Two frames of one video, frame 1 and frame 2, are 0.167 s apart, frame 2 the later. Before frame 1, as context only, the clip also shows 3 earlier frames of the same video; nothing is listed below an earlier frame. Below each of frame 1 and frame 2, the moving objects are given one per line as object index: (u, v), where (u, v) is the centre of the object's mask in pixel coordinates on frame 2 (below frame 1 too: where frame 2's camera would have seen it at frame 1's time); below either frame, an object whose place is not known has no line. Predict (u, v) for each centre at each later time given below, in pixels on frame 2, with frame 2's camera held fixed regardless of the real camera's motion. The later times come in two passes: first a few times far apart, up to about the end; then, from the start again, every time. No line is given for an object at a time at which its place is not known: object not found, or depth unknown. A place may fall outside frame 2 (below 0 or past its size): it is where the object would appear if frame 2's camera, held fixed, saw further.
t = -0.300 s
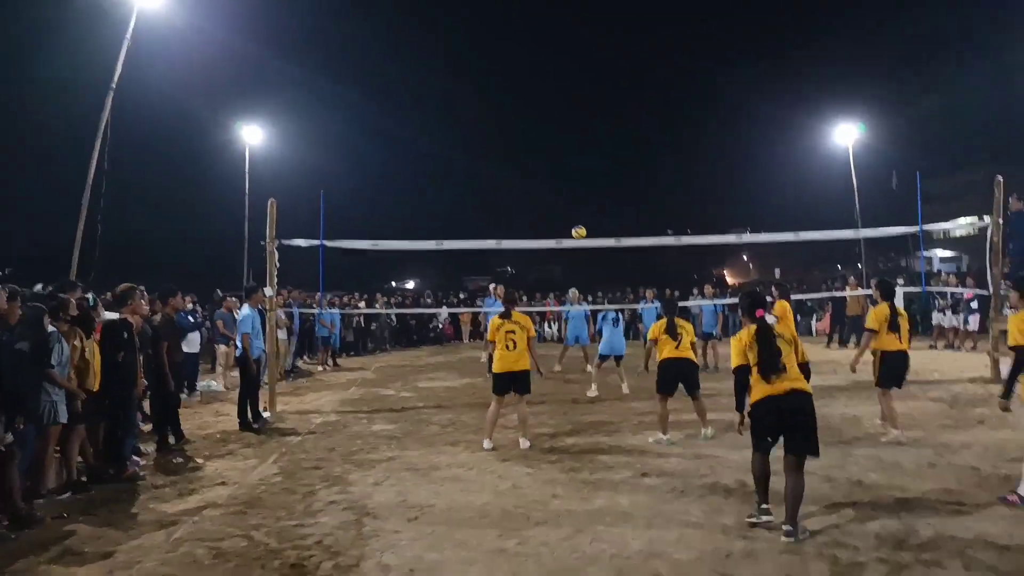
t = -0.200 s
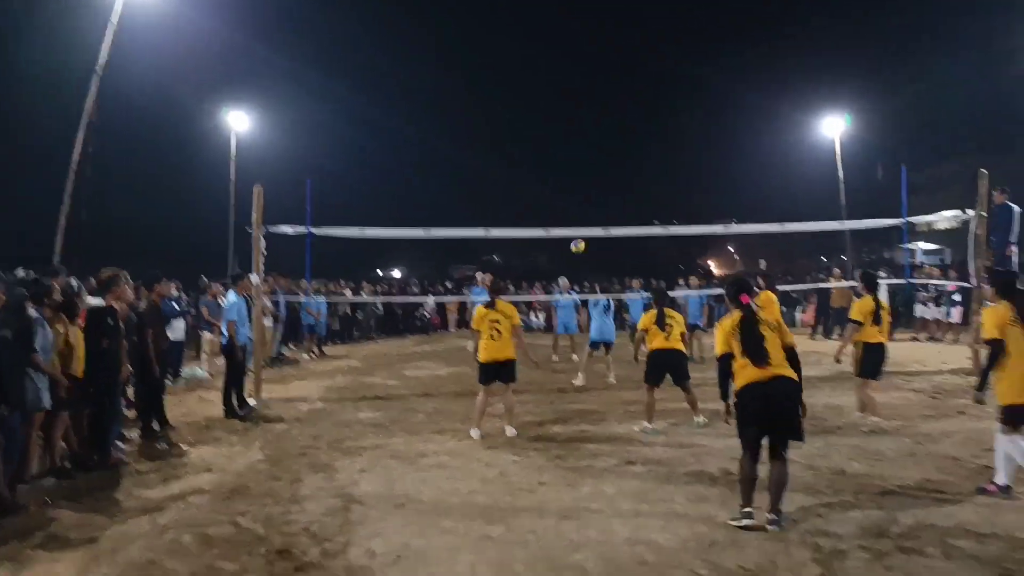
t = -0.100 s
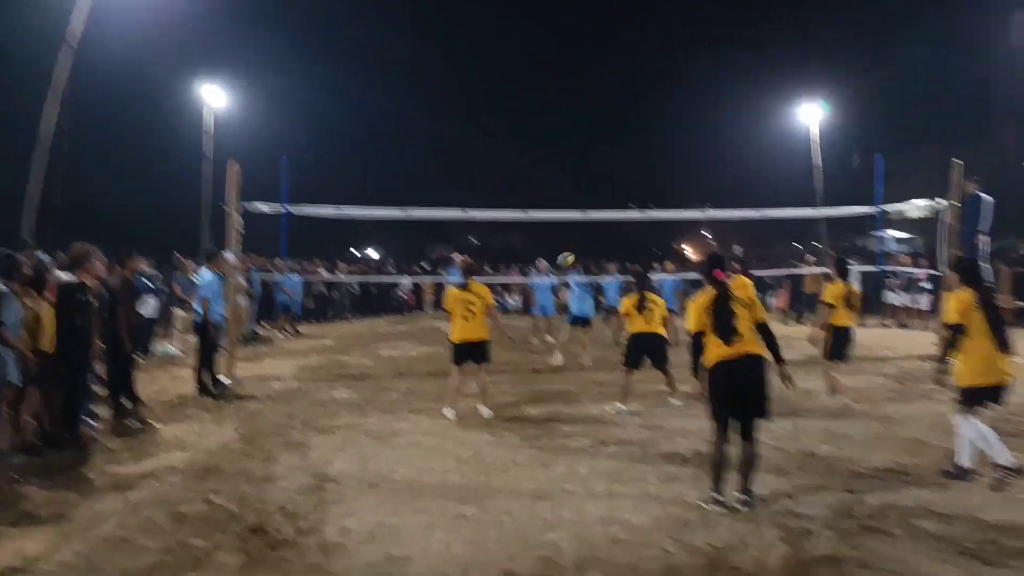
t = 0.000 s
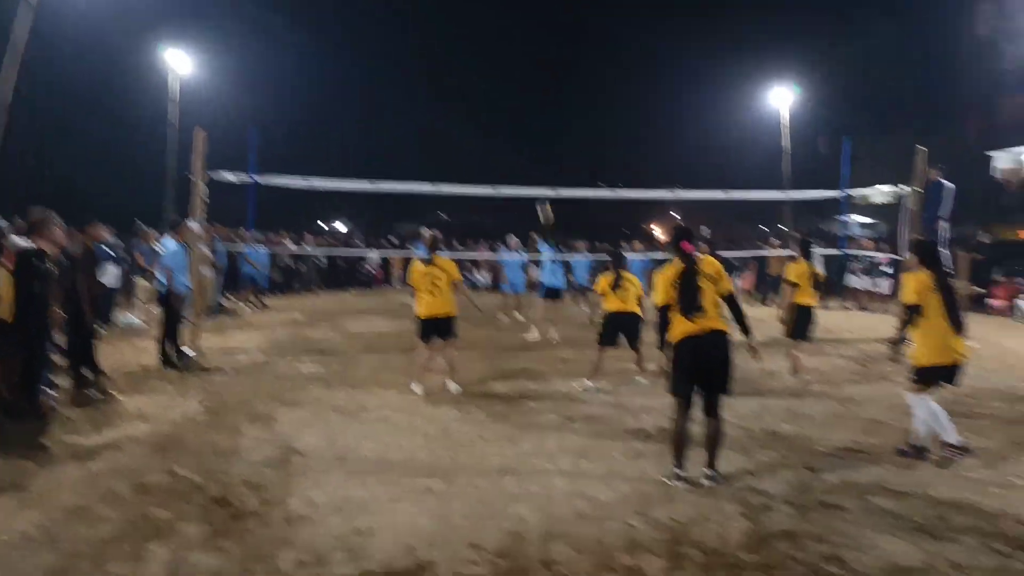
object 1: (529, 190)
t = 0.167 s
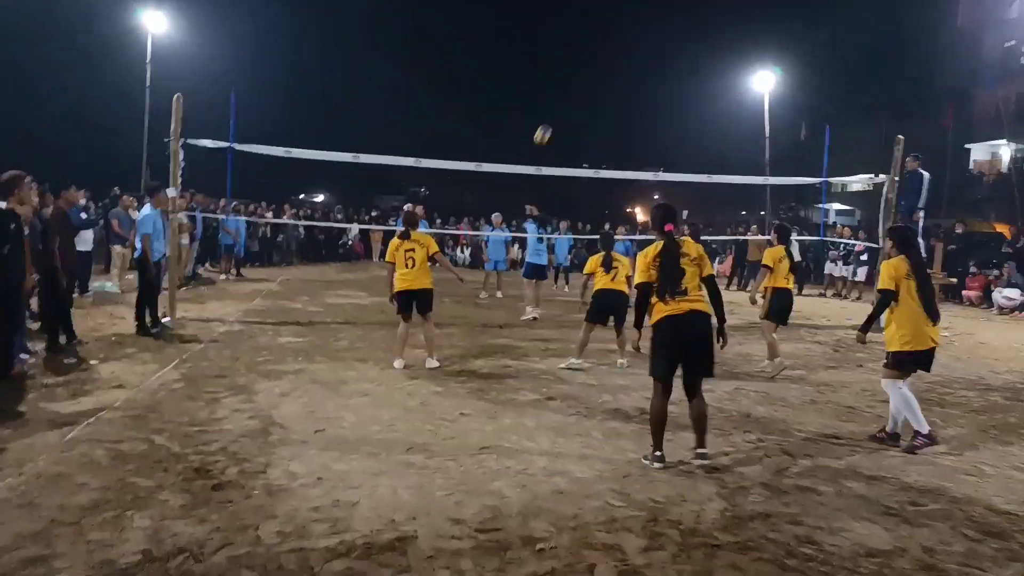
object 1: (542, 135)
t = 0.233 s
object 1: (548, 118)
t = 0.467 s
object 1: (570, 82)
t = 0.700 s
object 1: (587, 81)
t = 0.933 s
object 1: (596, 114)
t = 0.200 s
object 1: (545, 125)
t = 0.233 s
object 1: (548, 118)
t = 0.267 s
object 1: (551, 110)
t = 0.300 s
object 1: (555, 103)
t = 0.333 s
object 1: (558, 97)
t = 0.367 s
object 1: (560, 92)
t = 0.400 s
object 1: (564, 88)
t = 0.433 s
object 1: (567, 84)
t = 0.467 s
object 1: (570, 82)
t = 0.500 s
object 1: (573, 79)
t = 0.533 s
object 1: (575, 78)
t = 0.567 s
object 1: (578, 77)
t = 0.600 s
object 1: (580, 77)
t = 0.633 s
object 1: (582, 78)
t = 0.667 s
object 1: (585, 79)
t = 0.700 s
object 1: (587, 81)
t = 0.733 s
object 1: (588, 84)
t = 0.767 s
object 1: (590, 87)
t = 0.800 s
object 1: (591, 92)
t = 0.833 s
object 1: (593, 96)
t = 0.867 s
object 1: (594, 101)
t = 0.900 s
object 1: (595, 107)
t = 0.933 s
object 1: (596, 114)
